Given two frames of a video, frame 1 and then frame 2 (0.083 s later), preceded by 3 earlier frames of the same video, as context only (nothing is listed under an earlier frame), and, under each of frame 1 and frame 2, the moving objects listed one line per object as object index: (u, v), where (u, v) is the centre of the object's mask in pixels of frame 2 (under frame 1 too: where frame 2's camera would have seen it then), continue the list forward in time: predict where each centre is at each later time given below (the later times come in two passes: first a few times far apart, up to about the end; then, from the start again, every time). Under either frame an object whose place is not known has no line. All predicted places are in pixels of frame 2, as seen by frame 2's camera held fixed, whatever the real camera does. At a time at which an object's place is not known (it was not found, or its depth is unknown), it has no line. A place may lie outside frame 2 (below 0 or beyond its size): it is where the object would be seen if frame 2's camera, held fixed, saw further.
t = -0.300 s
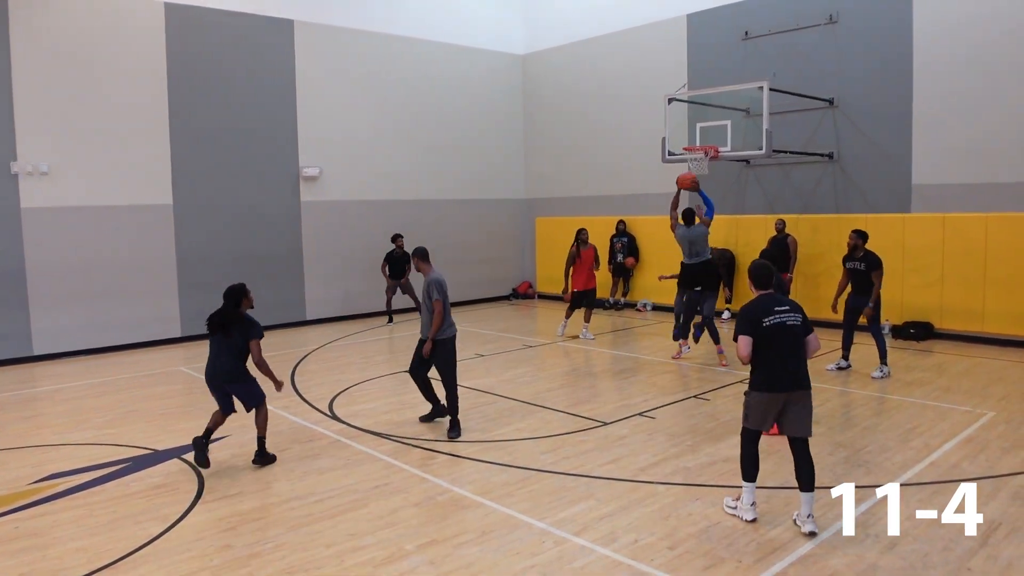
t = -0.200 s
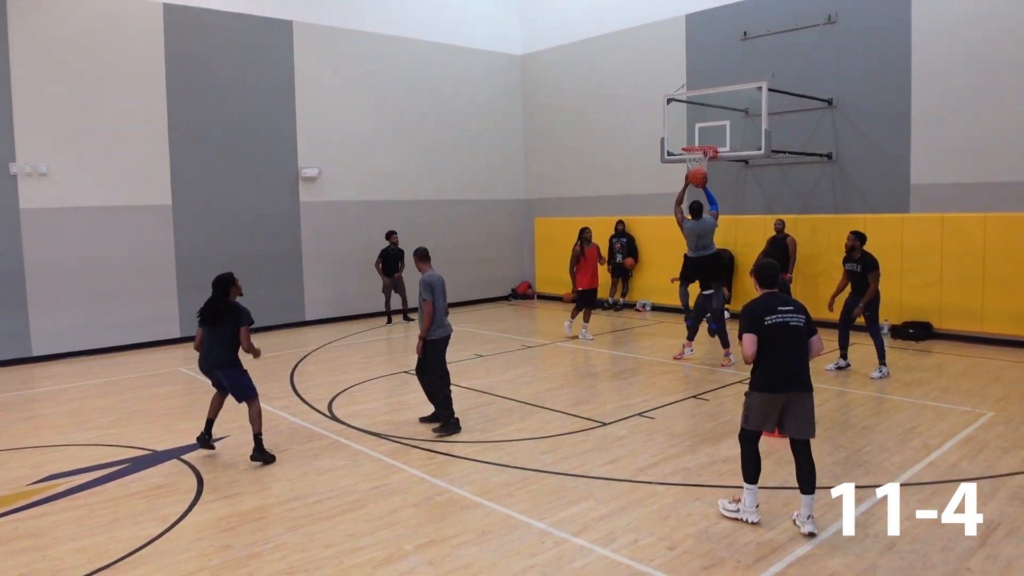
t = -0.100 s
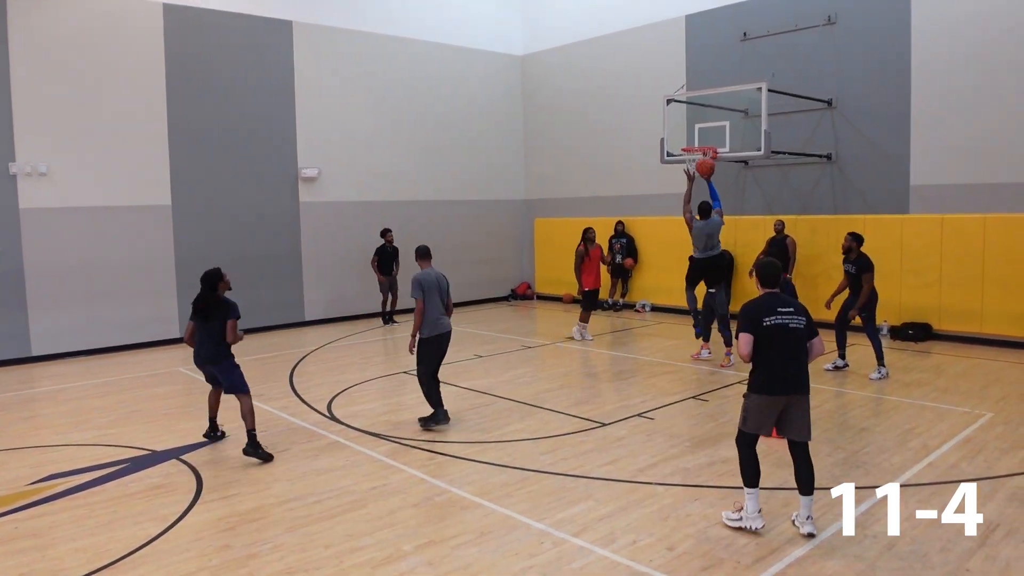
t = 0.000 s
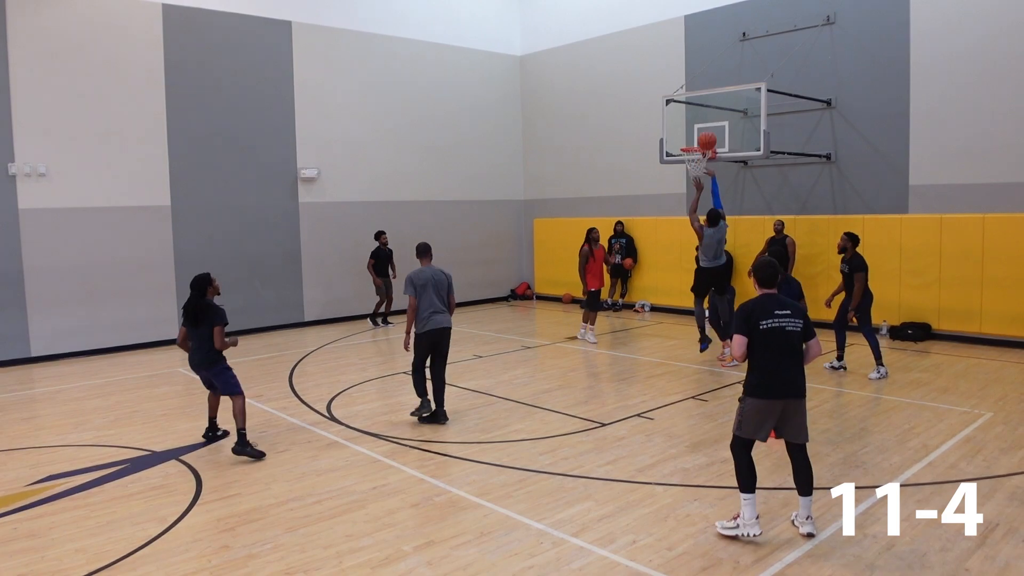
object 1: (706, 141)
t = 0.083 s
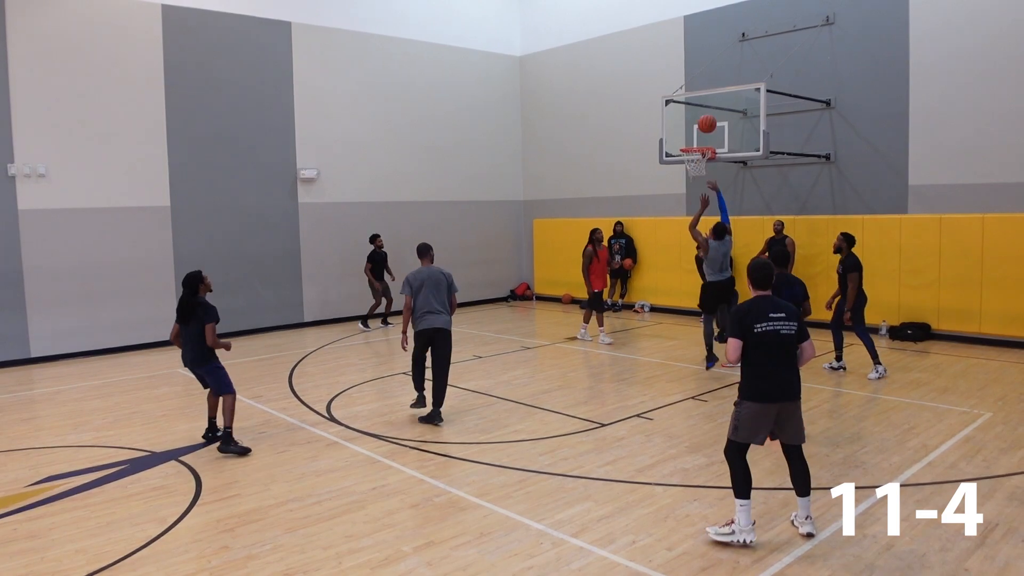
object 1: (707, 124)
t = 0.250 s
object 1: (709, 107)
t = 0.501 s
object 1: (711, 118)
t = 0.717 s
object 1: (726, 144)
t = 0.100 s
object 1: (707, 121)
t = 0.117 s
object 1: (708, 119)
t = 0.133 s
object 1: (708, 116)
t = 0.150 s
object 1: (708, 114)
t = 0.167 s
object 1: (708, 112)
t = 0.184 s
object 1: (708, 111)
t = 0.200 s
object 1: (708, 110)
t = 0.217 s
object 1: (708, 108)
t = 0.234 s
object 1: (709, 107)
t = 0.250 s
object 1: (709, 107)
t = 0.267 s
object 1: (709, 106)
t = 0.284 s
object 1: (709, 106)
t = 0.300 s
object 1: (709, 106)
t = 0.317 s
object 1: (709, 106)
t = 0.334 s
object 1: (709, 106)
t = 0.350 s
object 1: (709, 106)
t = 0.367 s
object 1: (710, 107)
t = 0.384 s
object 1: (710, 108)
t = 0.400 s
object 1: (710, 109)
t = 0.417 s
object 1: (710, 110)
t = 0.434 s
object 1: (710, 111)
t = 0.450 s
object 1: (711, 113)
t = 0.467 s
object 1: (711, 114)
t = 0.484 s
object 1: (711, 116)
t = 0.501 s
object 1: (711, 118)
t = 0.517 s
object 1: (711, 121)
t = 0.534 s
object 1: (711, 124)
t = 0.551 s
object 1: (712, 126)
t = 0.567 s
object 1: (712, 128)
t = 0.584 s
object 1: (712, 132)
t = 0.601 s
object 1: (712, 135)
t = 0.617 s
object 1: (712, 138)
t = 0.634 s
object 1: (713, 141)
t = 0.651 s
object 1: (714, 143)
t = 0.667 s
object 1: (717, 143)
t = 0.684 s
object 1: (720, 143)
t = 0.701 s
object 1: (723, 144)
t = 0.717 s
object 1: (726, 144)
